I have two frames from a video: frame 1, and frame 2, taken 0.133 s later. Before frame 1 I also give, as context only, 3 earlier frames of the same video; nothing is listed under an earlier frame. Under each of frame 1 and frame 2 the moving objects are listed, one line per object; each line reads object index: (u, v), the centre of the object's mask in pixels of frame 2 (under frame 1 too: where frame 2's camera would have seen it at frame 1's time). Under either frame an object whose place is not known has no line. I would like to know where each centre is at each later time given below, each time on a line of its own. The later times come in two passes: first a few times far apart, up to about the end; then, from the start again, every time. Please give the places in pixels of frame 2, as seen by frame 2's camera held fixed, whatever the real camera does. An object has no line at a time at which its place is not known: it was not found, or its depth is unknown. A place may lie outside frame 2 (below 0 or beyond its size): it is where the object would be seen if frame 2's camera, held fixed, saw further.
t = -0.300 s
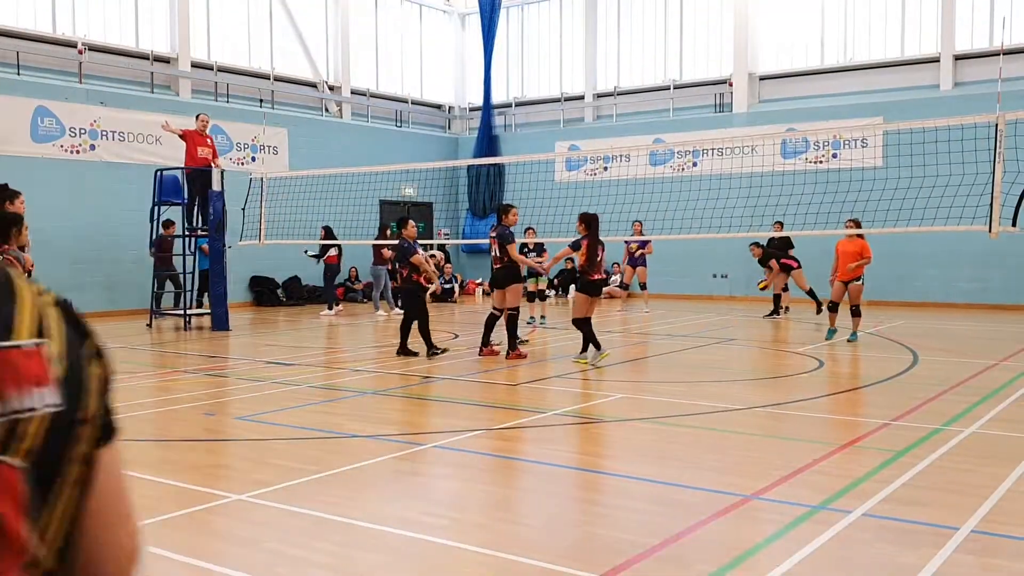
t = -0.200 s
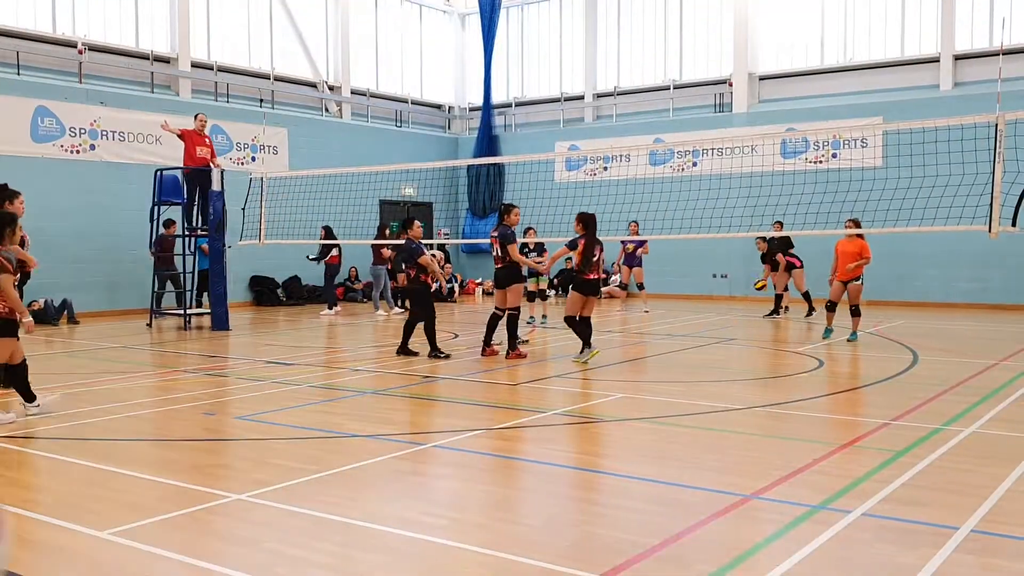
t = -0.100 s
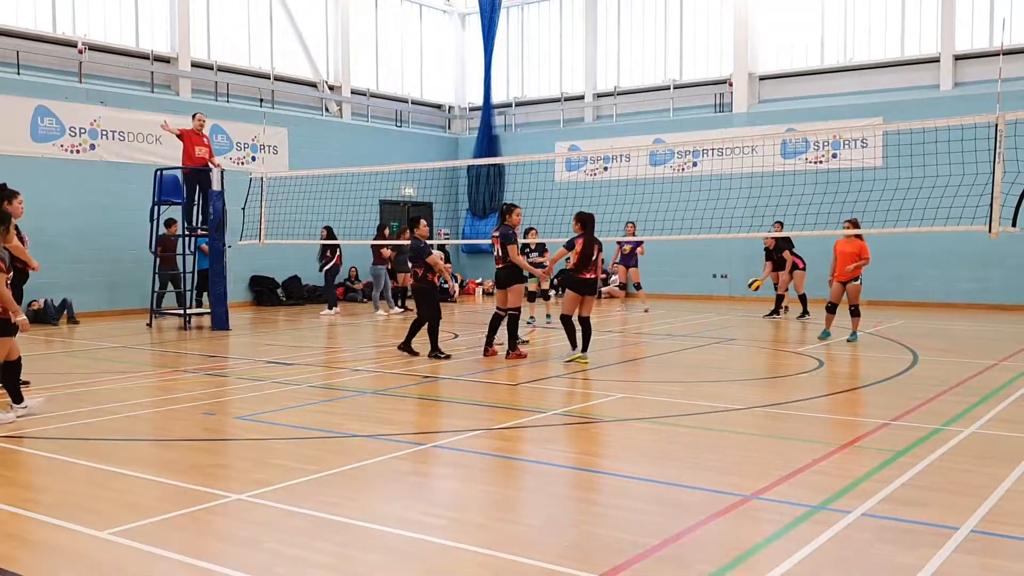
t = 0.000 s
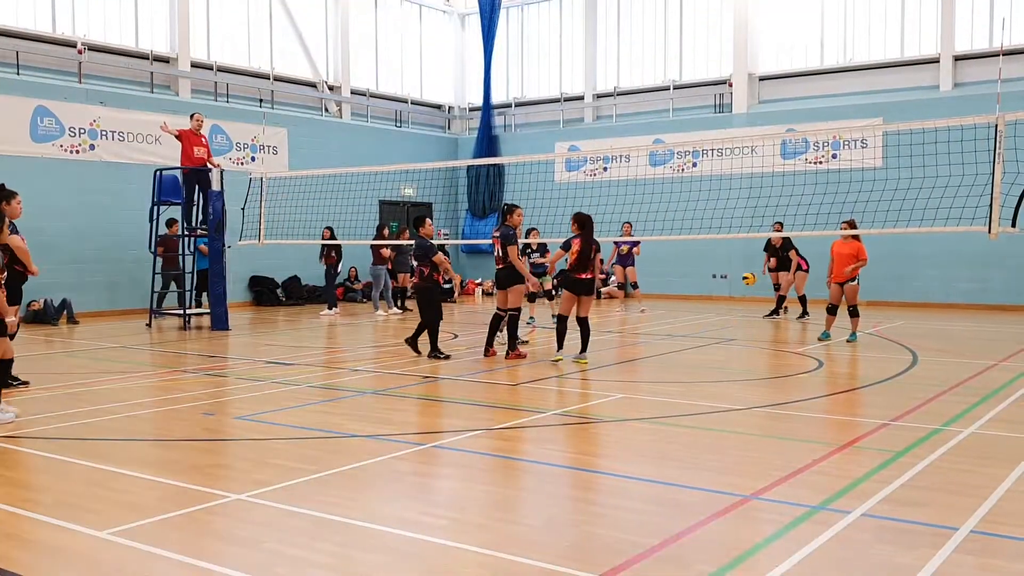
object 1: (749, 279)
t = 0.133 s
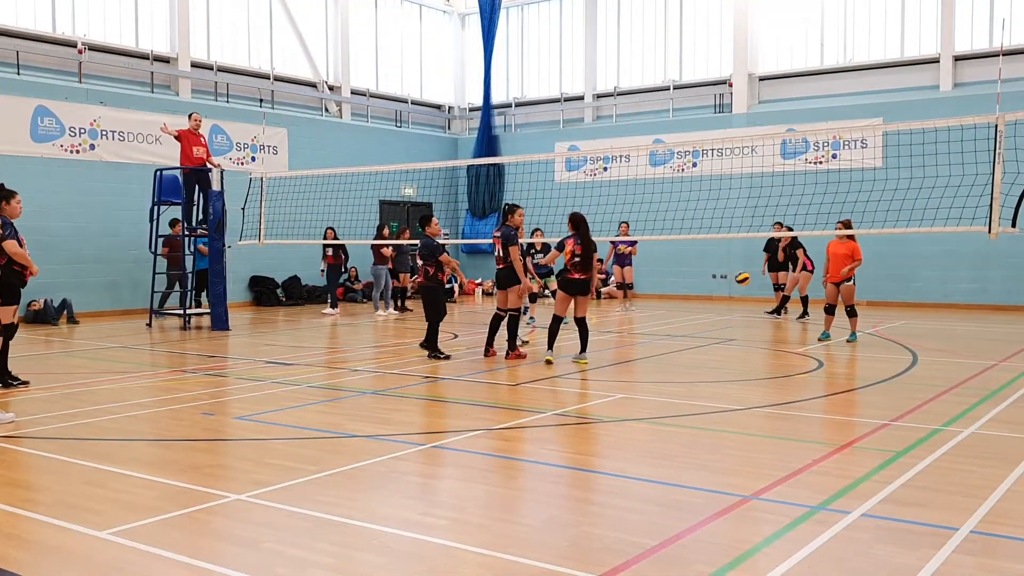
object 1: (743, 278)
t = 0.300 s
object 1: (733, 295)
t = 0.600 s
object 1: (712, 308)
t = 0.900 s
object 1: (687, 317)
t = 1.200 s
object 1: (658, 327)
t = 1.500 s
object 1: (625, 357)
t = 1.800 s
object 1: (585, 365)
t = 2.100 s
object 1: (539, 374)
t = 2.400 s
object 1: (483, 397)
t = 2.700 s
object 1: (416, 423)
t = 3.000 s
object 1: (332, 442)
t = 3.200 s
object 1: (264, 465)
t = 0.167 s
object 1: (741, 280)
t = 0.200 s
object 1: (739, 283)
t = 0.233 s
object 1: (737, 287)
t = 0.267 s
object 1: (734, 291)
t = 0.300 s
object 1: (733, 295)
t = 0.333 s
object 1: (730, 302)
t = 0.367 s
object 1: (728, 309)
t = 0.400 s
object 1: (726, 317)
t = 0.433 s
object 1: (725, 326)
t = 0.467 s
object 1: (722, 326)
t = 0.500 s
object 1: (720, 320)
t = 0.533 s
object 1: (717, 315)
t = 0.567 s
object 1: (714, 311)
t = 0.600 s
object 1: (712, 308)
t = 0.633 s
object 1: (709, 306)
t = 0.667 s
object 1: (706, 304)
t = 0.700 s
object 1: (704, 303)
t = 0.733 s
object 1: (701, 302)
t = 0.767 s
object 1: (699, 304)
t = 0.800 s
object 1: (696, 307)
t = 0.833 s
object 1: (693, 309)
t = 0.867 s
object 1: (690, 313)
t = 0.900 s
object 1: (687, 317)
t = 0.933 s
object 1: (684, 324)
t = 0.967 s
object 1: (681, 331)
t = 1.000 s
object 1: (678, 339)
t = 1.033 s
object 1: (675, 342)
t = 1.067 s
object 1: (671, 337)
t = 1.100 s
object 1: (668, 333)
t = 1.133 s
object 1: (665, 330)
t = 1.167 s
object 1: (661, 329)
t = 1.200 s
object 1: (658, 327)
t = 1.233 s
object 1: (655, 327)
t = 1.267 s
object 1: (651, 328)
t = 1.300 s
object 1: (648, 330)
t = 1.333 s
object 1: (644, 334)
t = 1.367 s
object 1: (640, 338)
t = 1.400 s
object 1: (636, 343)
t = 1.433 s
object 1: (633, 350)
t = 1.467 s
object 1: (628, 358)
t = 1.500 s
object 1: (625, 357)
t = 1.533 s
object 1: (620, 353)
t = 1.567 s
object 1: (616, 350)
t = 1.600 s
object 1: (612, 349)
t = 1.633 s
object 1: (608, 349)
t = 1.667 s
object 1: (603, 349)
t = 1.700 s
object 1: (599, 352)
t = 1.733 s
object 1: (595, 355)
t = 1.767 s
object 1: (589, 359)
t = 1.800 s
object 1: (585, 365)
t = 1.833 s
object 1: (581, 372)
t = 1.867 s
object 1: (575, 372)
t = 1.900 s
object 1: (570, 368)
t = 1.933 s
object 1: (566, 367)
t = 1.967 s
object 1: (561, 365)
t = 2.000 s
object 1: (555, 365)
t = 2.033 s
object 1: (550, 367)
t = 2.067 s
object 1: (545, 369)
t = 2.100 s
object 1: (539, 374)
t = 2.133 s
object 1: (533, 380)
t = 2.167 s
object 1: (527, 388)
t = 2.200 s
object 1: (522, 388)
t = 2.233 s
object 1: (516, 386)
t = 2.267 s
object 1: (510, 385)
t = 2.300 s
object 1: (503, 385)
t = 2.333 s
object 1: (497, 388)
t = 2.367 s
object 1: (490, 392)
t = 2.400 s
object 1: (483, 397)
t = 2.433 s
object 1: (477, 405)
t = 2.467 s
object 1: (469, 403)
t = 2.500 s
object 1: (462, 402)
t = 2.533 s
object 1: (456, 401)
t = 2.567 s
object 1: (448, 403)
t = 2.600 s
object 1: (441, 406)
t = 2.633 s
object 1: (433, 410)
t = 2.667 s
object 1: (425, 417)
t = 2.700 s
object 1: (416, 423)
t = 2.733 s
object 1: (408, 421)
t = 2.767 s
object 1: (399, 421)
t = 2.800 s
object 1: (390, 422)
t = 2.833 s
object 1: (381, 426)
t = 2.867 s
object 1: (372, 431)
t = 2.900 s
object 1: (362, 439)
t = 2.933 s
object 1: (352, 441)
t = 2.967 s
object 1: (343, 440)
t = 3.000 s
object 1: (332, 442)
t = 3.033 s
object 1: (322, 445)
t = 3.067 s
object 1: (311, 450)
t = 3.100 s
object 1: (300, 457)
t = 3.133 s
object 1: (287, 463)
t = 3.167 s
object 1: (276, 462)
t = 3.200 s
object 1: (264, 465)
